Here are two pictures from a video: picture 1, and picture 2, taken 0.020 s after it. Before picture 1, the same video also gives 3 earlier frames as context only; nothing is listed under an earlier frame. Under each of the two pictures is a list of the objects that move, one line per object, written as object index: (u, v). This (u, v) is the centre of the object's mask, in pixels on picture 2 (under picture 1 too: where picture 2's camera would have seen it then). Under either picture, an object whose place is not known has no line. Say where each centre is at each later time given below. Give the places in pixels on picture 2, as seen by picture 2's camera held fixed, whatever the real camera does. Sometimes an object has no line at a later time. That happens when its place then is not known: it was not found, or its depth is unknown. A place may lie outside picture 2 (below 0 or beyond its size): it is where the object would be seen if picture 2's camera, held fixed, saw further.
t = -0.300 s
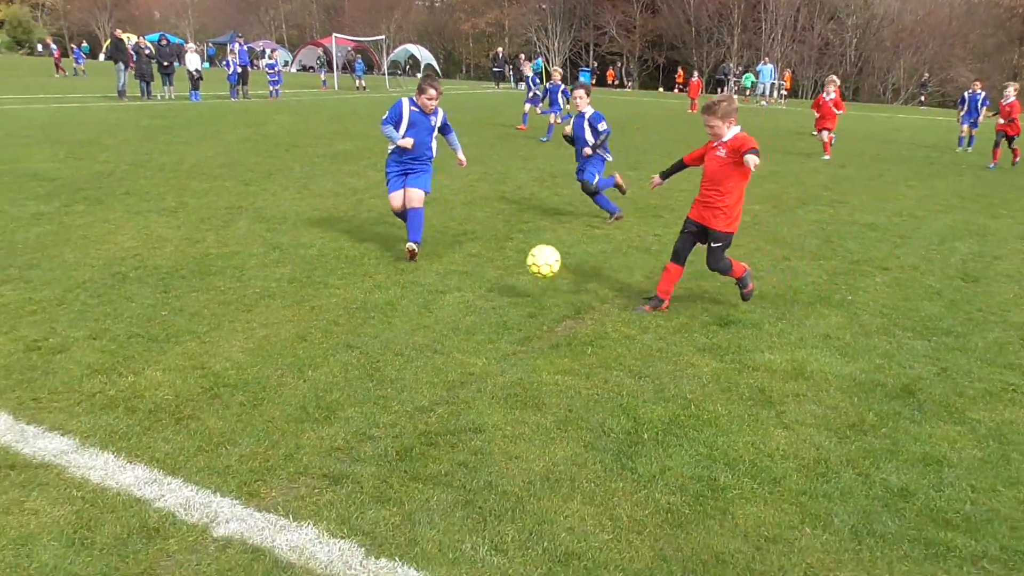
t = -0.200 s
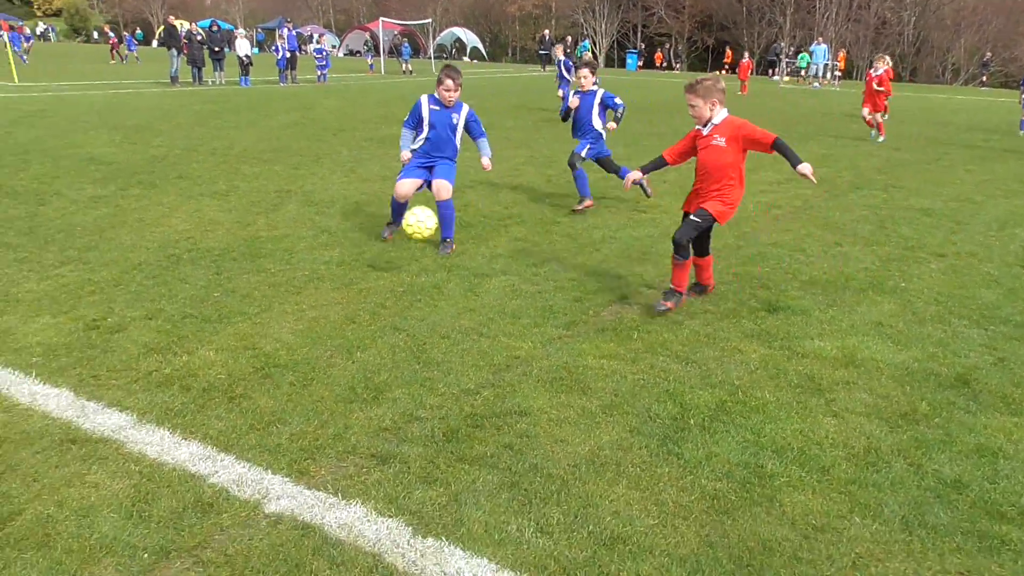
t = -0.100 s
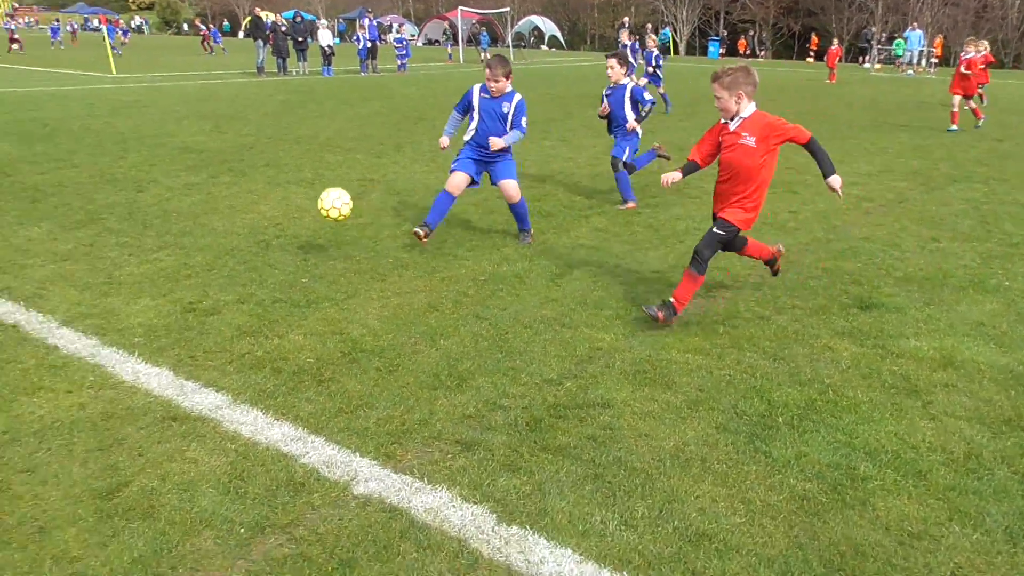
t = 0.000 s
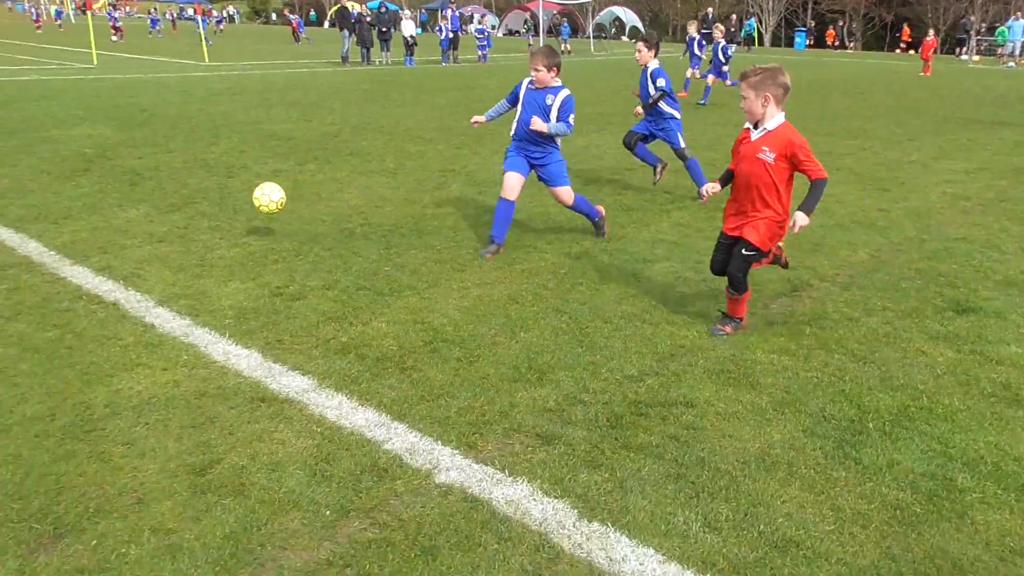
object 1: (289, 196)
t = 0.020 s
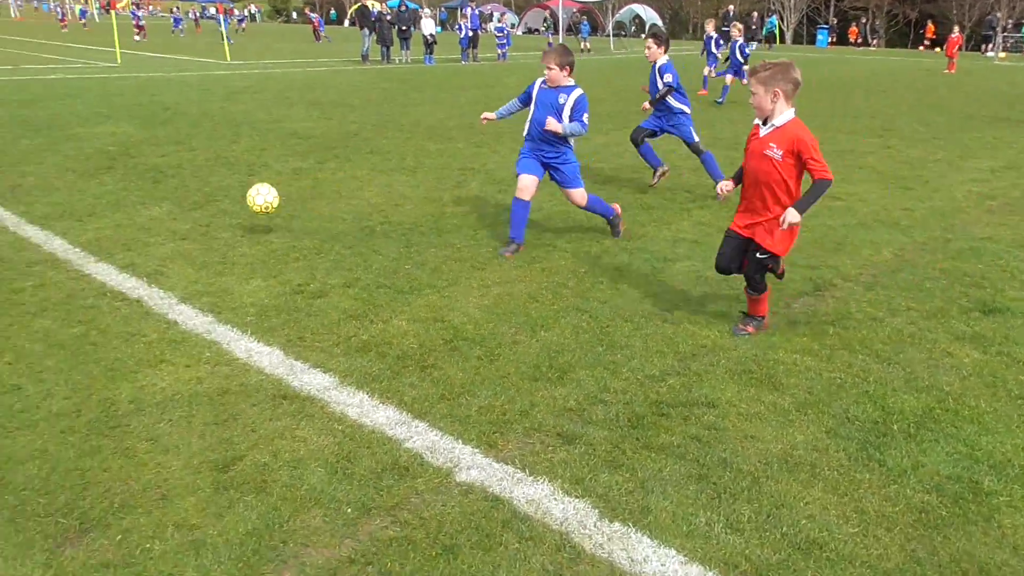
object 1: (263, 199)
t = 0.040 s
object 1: (238, 202)
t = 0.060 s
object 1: (212, 206)
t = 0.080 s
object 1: (189, 210)
